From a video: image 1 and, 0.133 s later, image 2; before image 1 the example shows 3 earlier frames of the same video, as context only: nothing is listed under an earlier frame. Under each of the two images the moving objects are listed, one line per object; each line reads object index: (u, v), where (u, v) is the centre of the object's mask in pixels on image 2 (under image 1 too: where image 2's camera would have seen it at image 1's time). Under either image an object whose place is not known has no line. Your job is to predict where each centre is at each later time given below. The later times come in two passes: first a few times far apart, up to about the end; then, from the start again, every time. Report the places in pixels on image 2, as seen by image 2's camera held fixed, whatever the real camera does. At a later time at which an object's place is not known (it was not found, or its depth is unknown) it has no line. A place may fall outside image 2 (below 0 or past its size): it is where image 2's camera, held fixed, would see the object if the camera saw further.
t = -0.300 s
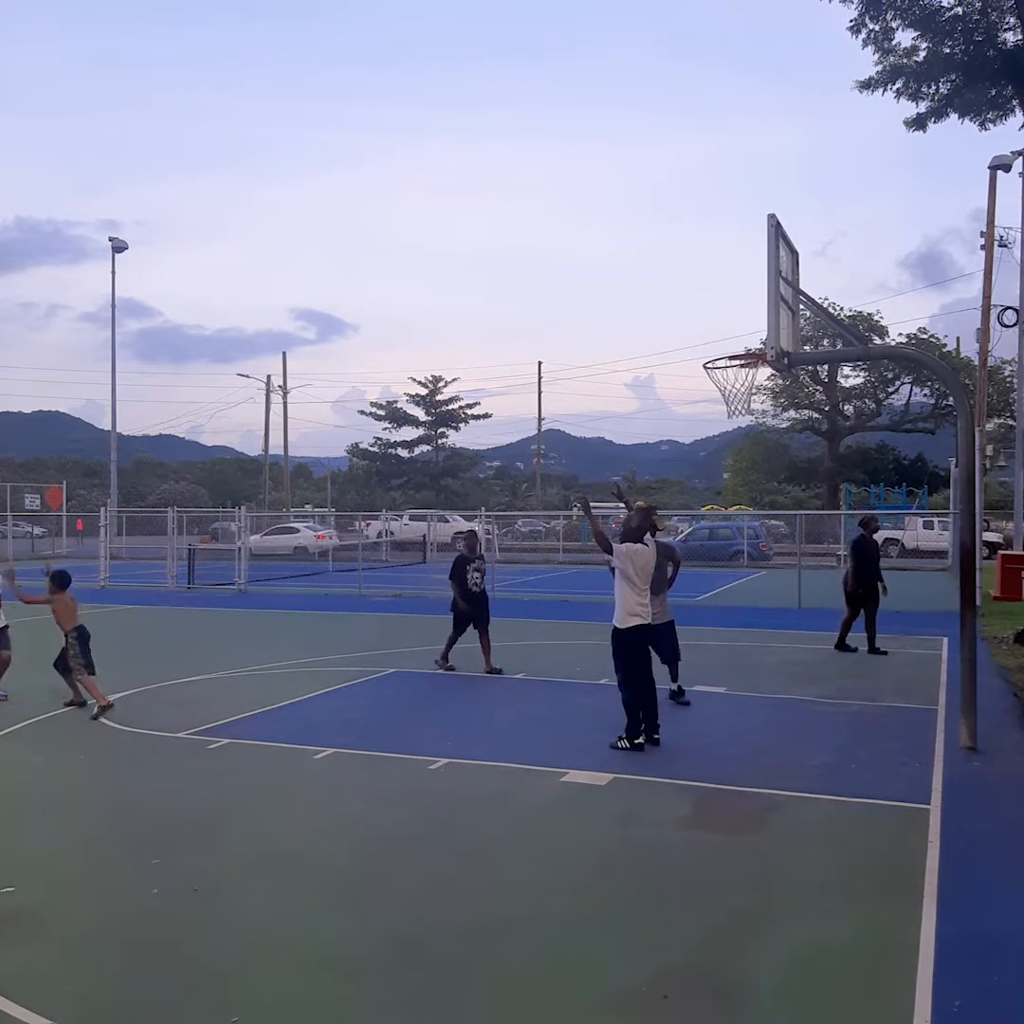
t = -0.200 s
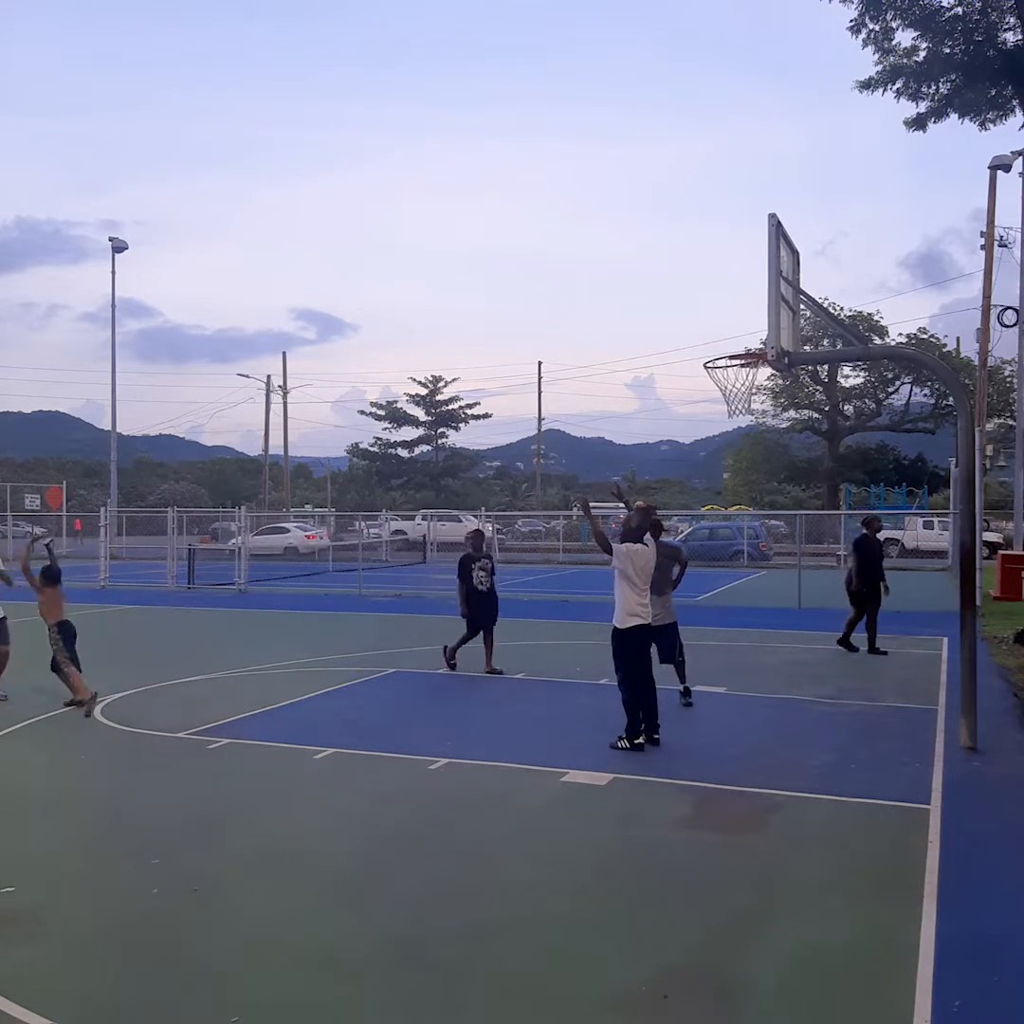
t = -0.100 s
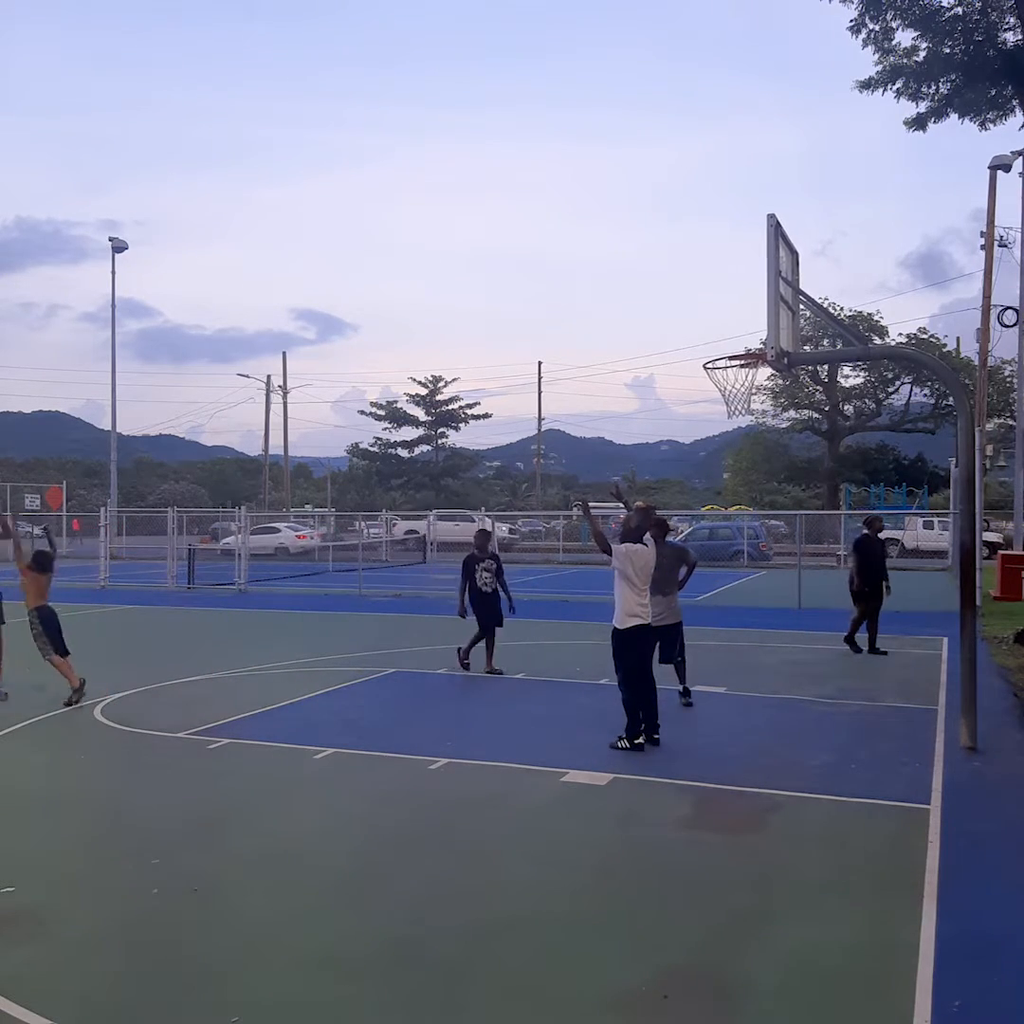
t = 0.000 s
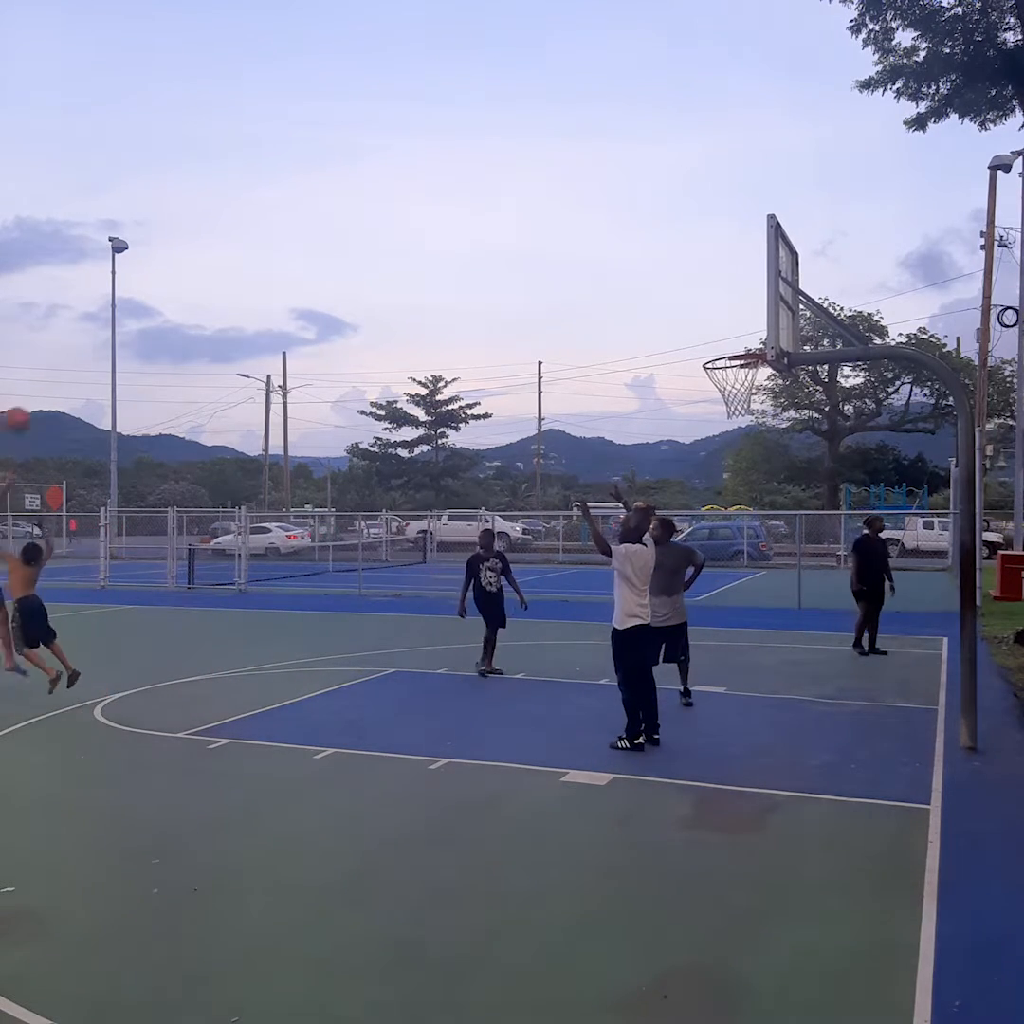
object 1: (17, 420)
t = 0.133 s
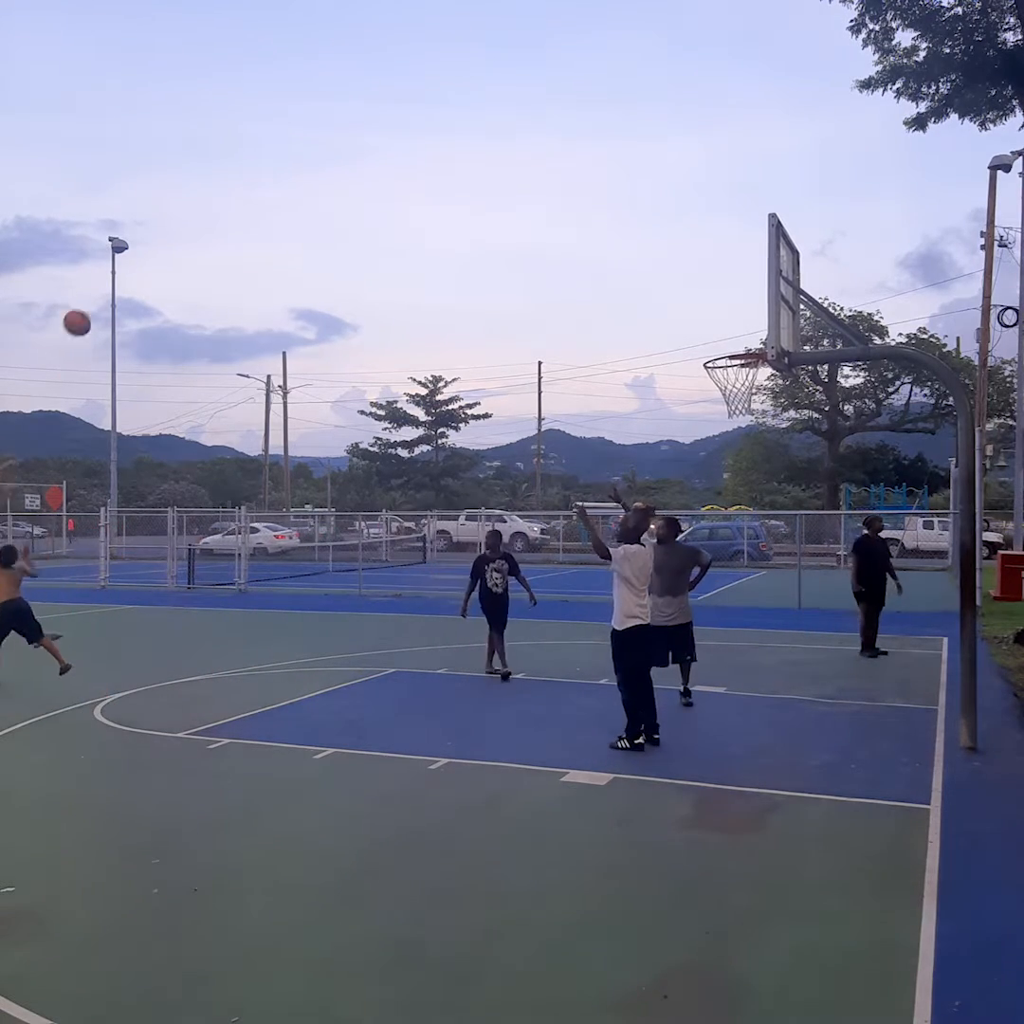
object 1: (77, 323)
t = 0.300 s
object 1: (150, 228)
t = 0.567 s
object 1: (268, 135)
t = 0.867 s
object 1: (402, 119)
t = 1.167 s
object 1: (536, 199)
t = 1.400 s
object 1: (641, 329)
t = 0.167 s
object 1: (91, 302)
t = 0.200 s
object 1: (106, 281)
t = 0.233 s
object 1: (121, 262)
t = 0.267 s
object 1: (135, 245)
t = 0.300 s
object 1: (150, 228)
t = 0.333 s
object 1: (165, 212)
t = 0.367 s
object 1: (180, 198)
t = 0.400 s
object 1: (195, 185)
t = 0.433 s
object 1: (209, 172)
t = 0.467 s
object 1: (224, 161)
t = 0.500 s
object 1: (239, 151)
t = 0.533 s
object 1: (253, 142)
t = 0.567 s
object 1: (268, 135)
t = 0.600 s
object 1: (283, 128)
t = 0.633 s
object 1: (298, 123)
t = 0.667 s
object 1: (312, 119)
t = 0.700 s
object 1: (327, 116)
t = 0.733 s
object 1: (342, 114)
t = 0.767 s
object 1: (357, 113)
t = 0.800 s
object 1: (372, 114)
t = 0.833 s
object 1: (387, 116)
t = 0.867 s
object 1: (402, 119)
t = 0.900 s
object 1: (417, 122)
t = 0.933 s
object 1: (431, 128)
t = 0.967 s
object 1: (446, 134)
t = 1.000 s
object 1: (461, 142)
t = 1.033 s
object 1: (476, 151)
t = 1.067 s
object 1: (491, 161)
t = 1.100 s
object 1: (506, 172)
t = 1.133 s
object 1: (522, 185)
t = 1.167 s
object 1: (536, 199)
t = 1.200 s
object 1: (552, 214)
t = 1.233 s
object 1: (567, 230)
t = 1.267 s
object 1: (582, 247)
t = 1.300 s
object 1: (597, 266)
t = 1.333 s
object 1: (612, 286)
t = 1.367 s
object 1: (626, 307)
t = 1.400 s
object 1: (641, 329)
